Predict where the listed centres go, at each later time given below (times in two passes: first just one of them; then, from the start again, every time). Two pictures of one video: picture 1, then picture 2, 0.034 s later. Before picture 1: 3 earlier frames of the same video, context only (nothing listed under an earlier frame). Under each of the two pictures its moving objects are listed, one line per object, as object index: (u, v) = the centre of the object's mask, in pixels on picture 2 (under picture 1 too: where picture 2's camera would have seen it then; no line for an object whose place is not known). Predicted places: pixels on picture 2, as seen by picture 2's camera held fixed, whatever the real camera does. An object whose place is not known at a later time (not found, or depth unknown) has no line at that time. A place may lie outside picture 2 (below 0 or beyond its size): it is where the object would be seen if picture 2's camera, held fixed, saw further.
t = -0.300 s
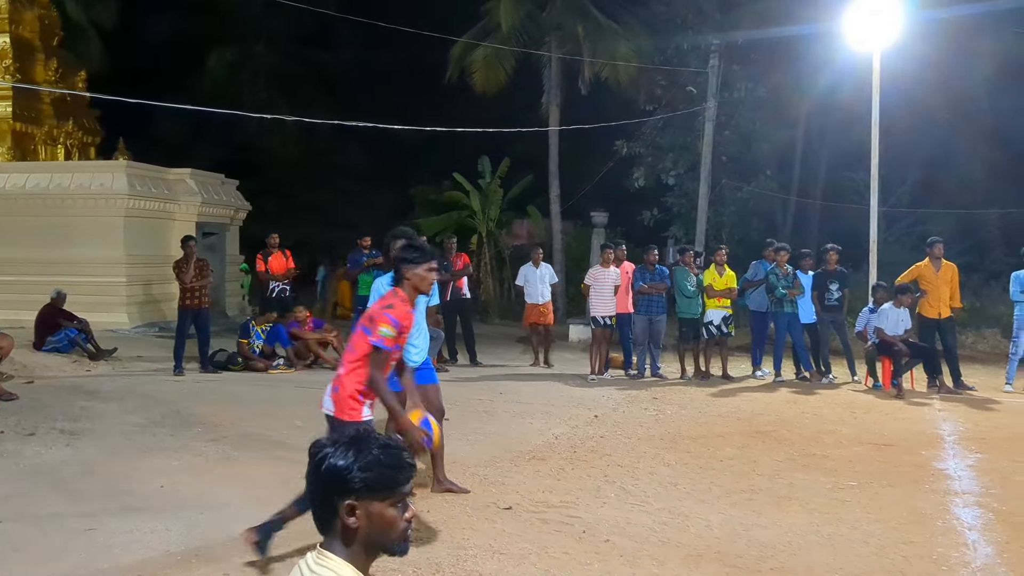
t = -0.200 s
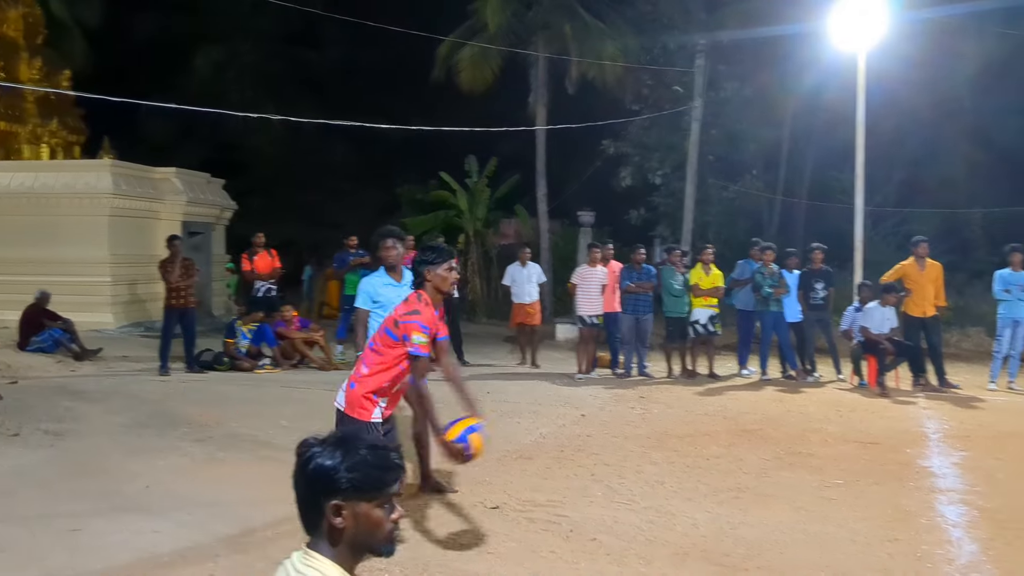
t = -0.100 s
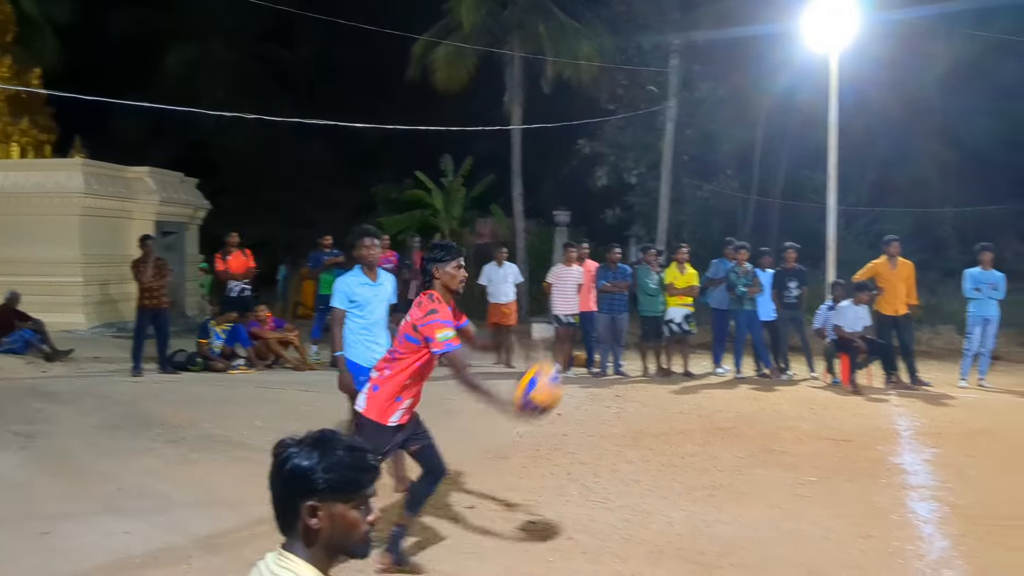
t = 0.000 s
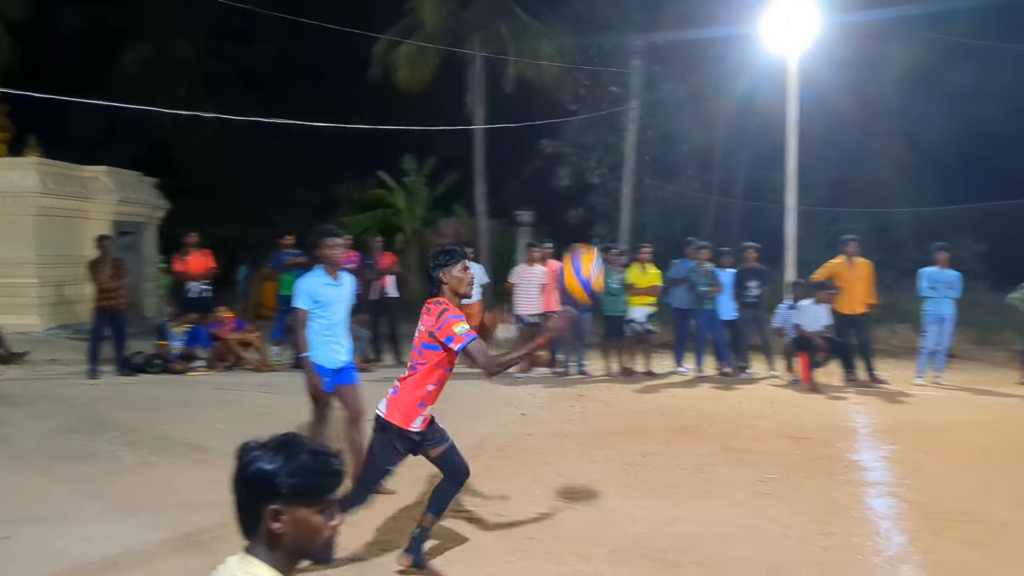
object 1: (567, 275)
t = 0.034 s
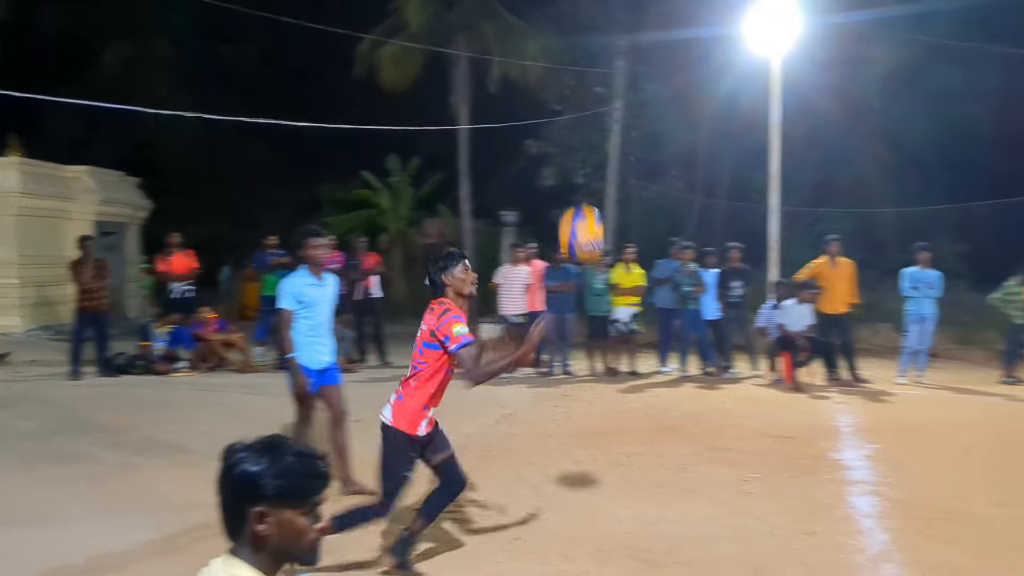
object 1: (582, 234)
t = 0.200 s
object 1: (661, 66)
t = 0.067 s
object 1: (596, 195)
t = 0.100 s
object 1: (612, 159)
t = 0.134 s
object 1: (628, 123)
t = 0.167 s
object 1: (645, 92)
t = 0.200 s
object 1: (661, 66)
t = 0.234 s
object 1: (677, 37)
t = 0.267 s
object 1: (691, 13)
